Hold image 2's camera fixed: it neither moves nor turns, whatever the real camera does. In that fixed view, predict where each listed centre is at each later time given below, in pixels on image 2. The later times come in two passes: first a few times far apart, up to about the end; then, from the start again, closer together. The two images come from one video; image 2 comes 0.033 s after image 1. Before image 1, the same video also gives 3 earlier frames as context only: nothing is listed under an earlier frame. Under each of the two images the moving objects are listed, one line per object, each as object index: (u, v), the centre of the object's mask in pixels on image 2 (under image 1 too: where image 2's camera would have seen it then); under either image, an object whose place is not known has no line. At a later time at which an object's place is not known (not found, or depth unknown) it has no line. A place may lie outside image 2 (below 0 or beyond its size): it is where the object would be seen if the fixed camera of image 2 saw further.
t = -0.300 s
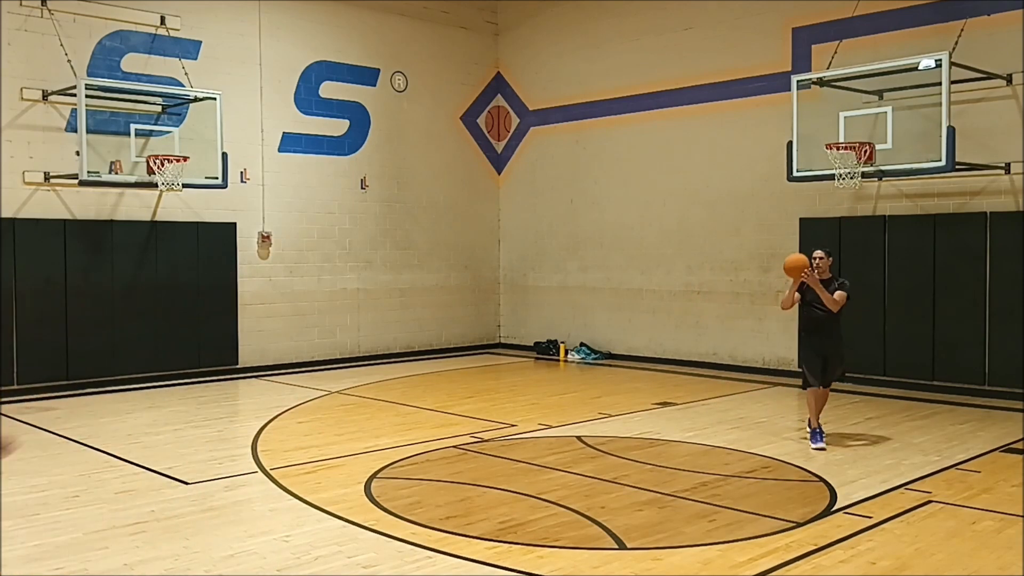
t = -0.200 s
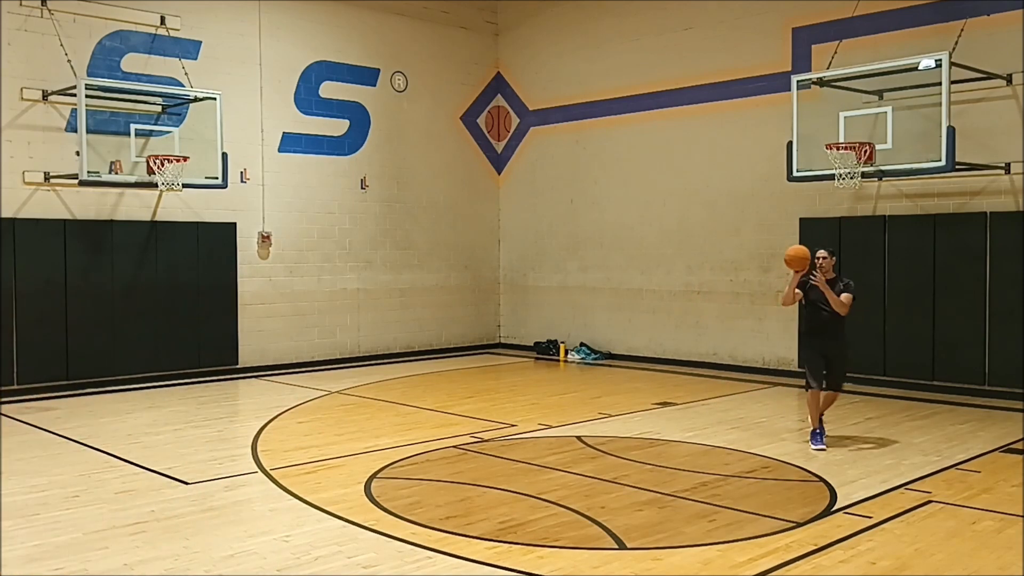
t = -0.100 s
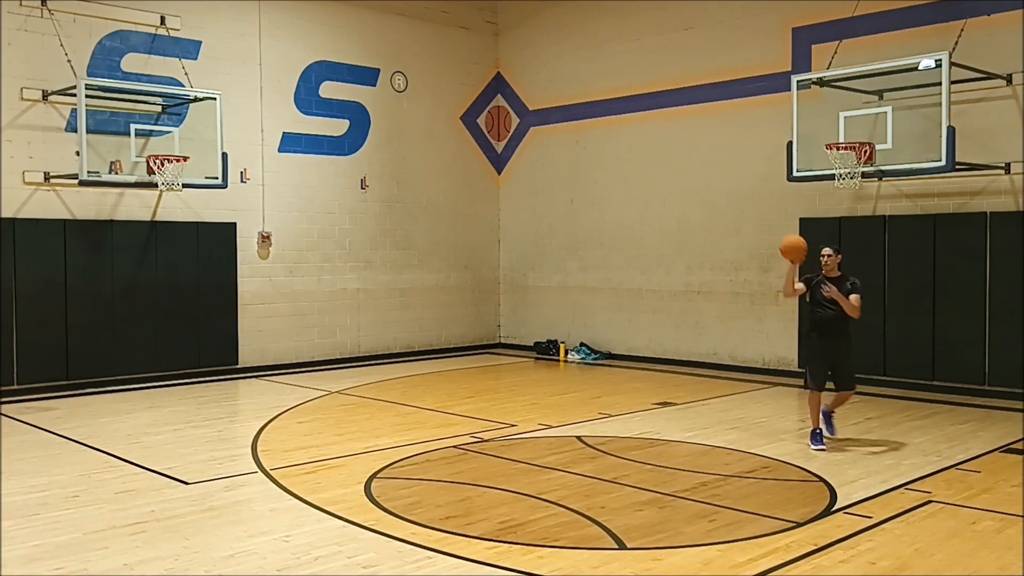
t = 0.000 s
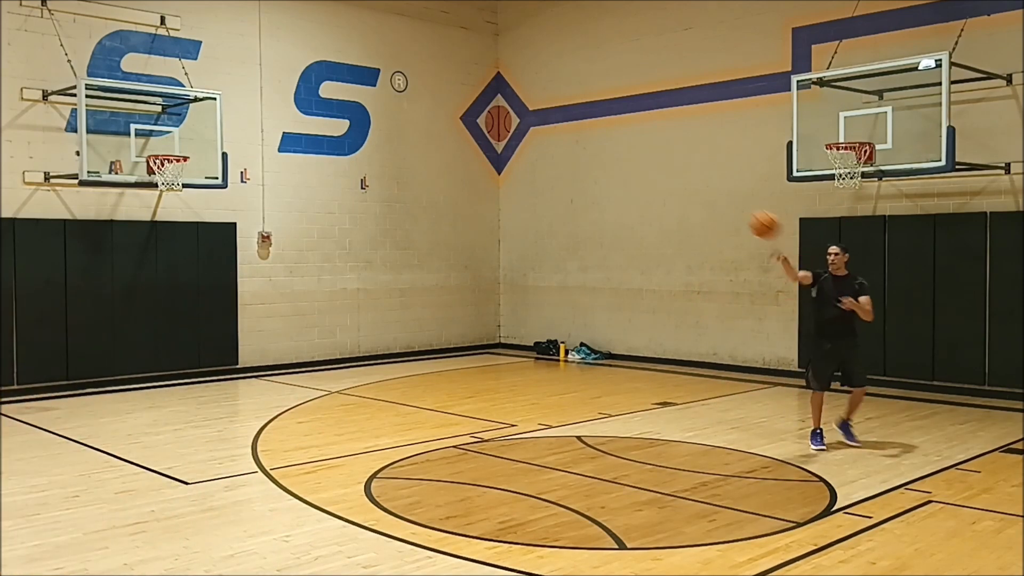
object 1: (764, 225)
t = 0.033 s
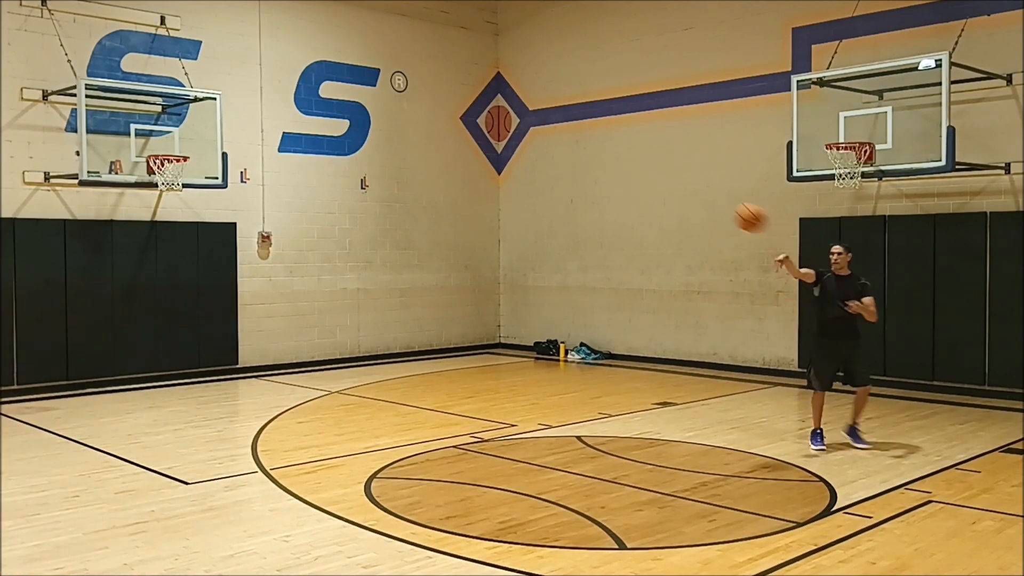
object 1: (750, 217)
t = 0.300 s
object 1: (619, 202)
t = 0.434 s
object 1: (540, 229)
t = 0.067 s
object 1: (735, 211)
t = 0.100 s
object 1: (720, 206)
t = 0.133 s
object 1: (705, 202)
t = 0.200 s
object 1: (673, 199)
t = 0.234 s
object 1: (656, 199)
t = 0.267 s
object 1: (638, 200)
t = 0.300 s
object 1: (619, 202)
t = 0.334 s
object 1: (600, 207)
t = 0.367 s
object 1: (582, 212)
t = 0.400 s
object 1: (560, 220)
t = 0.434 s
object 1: (540, 229)
